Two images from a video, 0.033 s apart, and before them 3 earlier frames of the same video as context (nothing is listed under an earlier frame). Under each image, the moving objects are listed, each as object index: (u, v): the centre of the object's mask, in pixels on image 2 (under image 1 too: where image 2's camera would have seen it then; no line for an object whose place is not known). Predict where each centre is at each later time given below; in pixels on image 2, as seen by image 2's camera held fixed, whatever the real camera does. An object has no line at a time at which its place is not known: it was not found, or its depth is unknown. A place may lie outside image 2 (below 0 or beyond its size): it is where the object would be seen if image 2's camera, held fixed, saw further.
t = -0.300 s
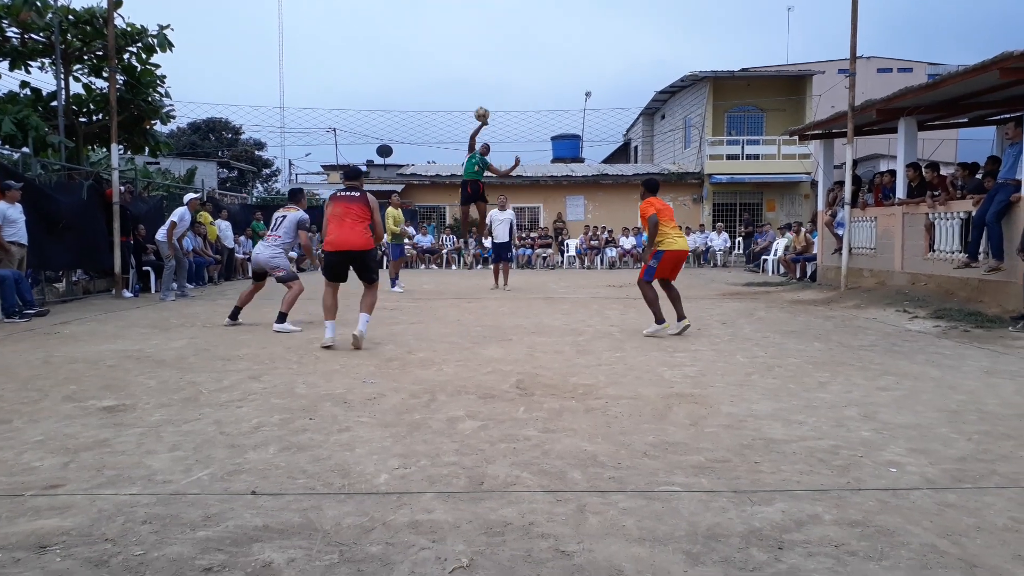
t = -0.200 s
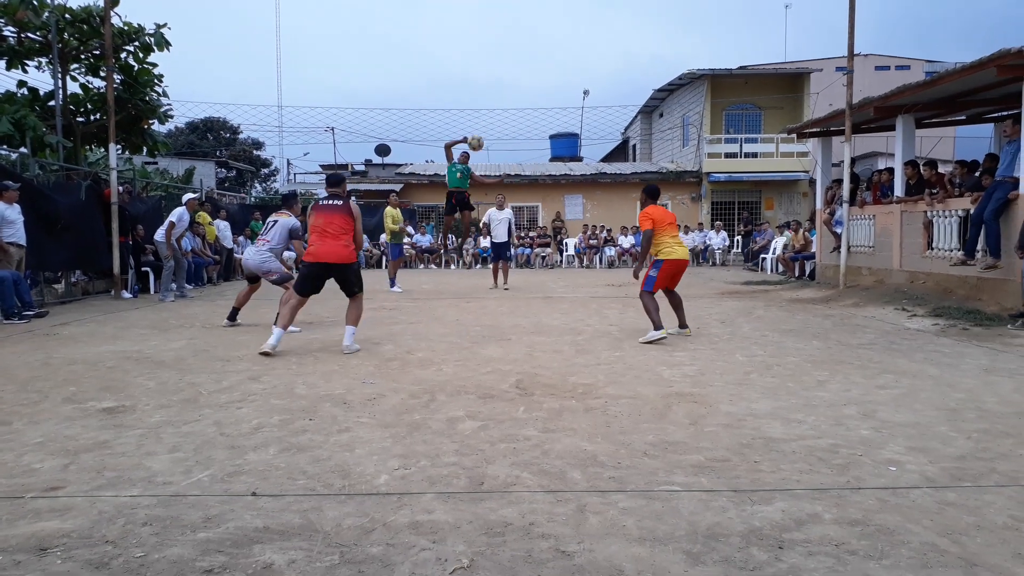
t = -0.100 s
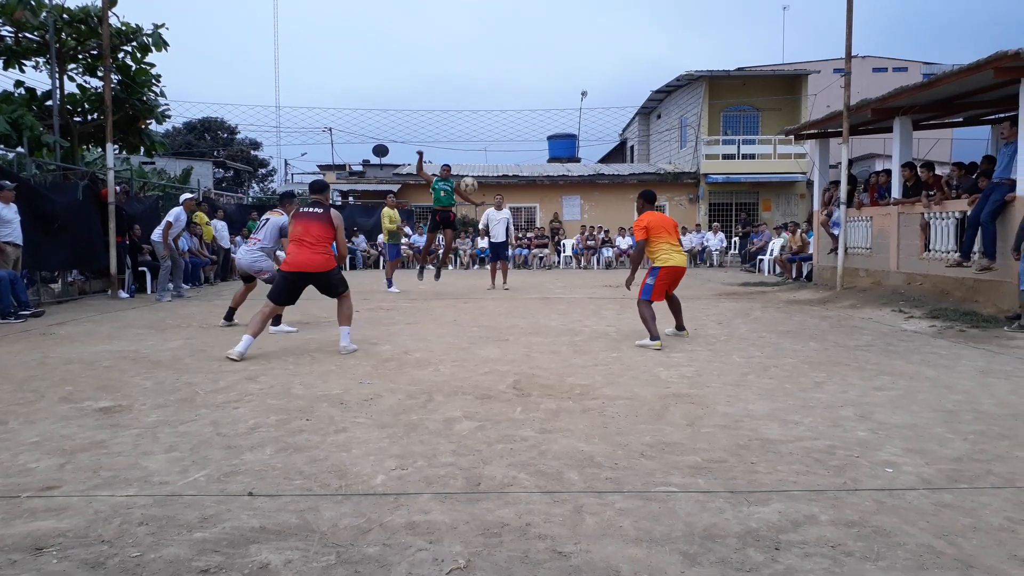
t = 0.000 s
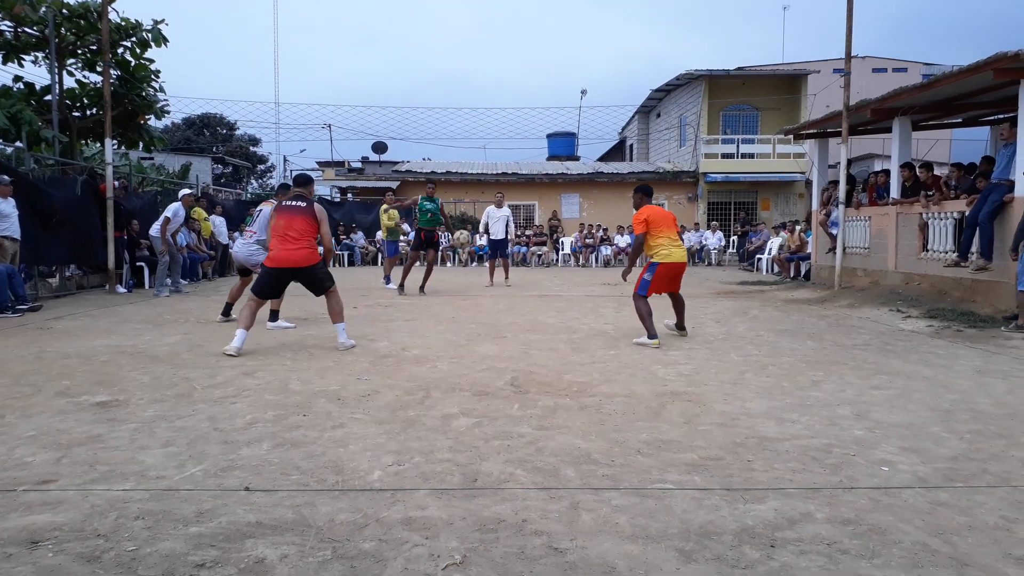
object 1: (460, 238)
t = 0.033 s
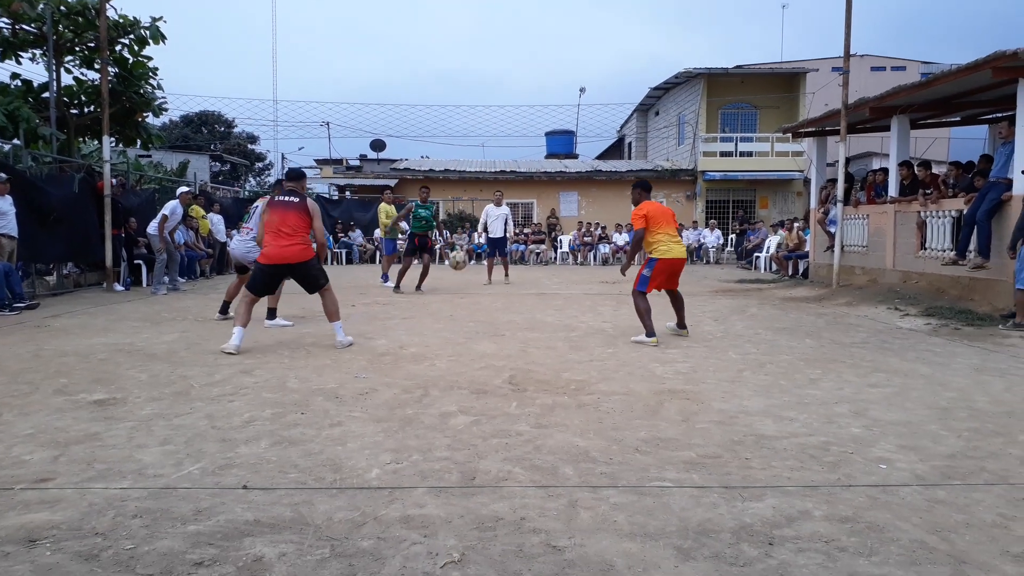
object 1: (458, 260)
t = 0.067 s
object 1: (455, 285)
